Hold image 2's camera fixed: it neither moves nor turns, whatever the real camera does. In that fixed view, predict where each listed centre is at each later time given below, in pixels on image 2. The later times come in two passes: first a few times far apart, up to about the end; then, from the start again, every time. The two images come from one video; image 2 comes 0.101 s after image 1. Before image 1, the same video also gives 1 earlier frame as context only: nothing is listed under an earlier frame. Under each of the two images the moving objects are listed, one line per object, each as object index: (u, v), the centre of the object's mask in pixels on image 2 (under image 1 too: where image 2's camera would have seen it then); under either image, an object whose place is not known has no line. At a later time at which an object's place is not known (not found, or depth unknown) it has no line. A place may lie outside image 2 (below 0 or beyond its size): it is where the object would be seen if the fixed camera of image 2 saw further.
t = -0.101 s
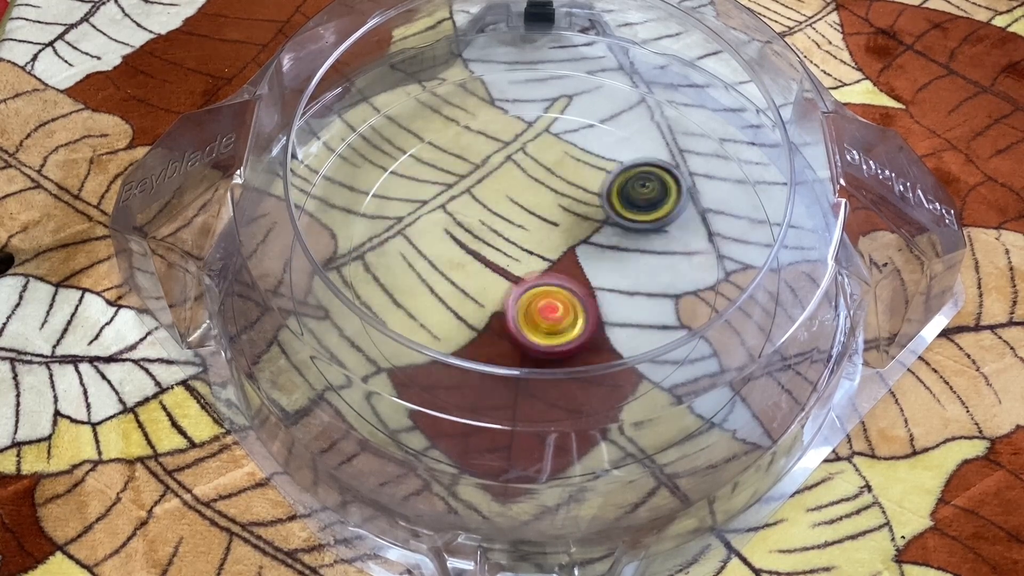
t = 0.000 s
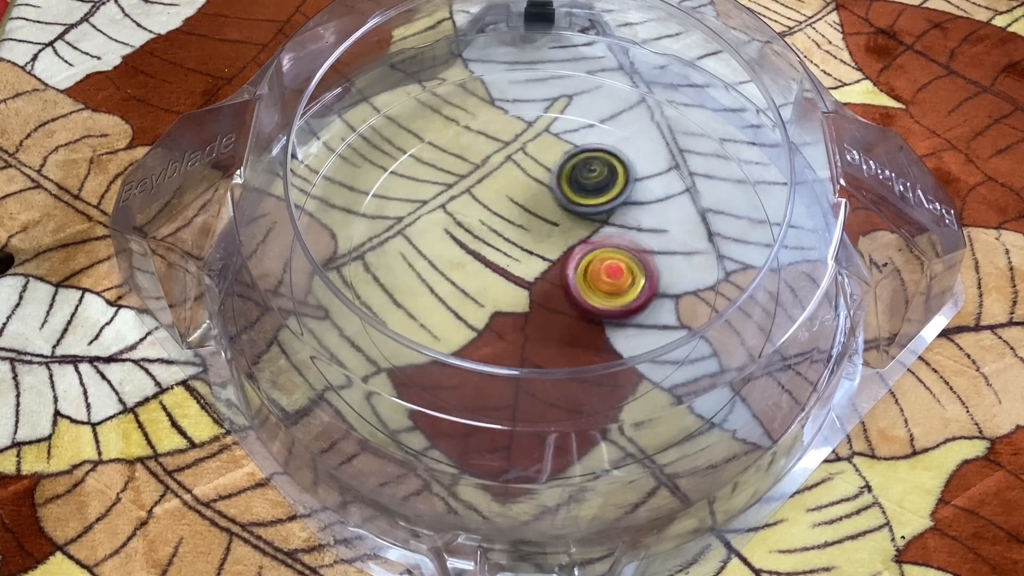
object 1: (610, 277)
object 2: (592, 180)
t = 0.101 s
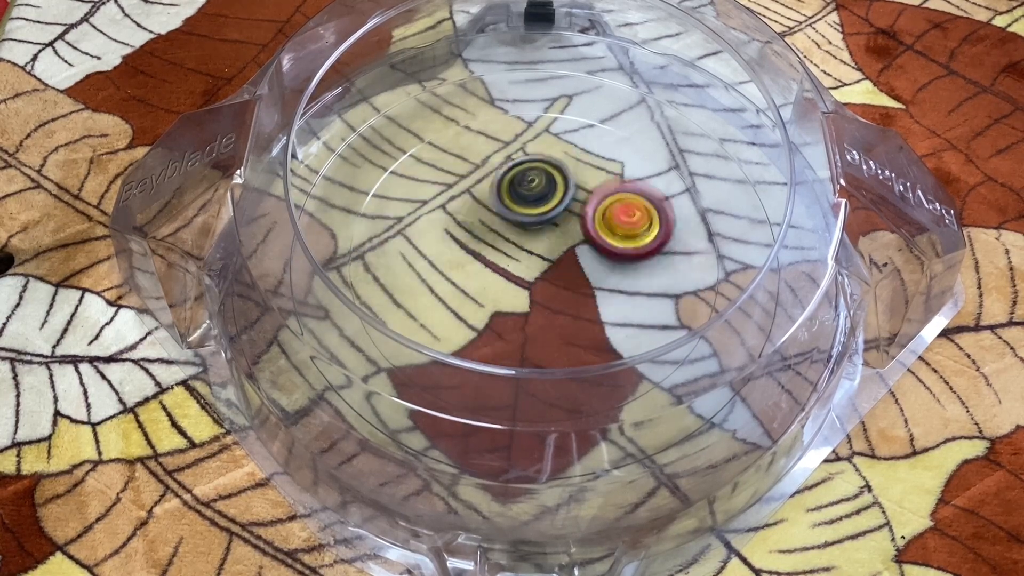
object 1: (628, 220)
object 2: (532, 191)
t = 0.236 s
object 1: (591, 169)
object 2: (477, 242)
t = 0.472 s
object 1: (468, 182)
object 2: (523, 338)
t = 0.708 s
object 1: (483, 303)
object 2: (629, 319)
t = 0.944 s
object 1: (615, 303)
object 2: (600, 212)
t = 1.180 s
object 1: (587, 201)
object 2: (468, 205)
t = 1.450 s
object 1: (447, 232)
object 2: (437, 313)
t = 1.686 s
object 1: (543, 277)
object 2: (574, 353)
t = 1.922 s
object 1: (574, 198)
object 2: (631, 263)
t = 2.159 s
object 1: (443, 203)
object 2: (550, 188)
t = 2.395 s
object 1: (504, 353)
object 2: (445, 219)
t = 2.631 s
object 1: (725, 287)
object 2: (467, 307)
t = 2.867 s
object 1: (715, 125)
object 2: (583, 296)
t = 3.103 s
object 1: (495, 59)
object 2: (576, 202)
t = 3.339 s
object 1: (313, 187)
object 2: (477, 196)
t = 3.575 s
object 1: (364, 393)
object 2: (478, 284)
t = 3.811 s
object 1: (676, 422)
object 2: (587, 287)
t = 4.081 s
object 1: (739, 149)
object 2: (573, 198)
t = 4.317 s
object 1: (513, 58)
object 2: (483, 230)
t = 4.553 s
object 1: (297, 211)
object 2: (544, 308)
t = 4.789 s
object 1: (448, 439)
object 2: (605, 251)
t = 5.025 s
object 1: (752, 343)
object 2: (520, 213)
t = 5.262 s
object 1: (717, 131)
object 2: (477, 282)
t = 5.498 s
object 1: (549, 71)
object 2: (564, 304)
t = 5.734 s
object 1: (368, 122)
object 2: (566, 228)
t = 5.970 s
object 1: (291, 296)
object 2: (477, 226)
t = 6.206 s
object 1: (522, 453)
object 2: (498, 296)
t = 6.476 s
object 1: (771, 281)
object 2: (580, 249)
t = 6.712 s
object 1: (684, 101)
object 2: (519, 200)
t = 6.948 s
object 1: (461, 63)
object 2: (483, 264)
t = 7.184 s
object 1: (299, 213)
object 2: (569, 283)
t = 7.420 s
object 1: (450, 437)
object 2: (563, 210)
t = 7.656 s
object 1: (724, 375)
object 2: (492, 244)
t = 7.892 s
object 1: (754, 177)
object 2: (542, 301)
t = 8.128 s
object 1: (589, 62)
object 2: (589, 249)
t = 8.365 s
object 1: (376, 106)
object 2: (513, 224)
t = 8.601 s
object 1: (301, 292)
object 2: (488, 286)
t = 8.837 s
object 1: (492, 447)
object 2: (566, 288)
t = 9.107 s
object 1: (744, 350)
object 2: (536, 217)
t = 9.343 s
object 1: (753, 192)
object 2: (474, 249)
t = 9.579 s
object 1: (644, 96)
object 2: (539, 290)
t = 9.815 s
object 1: (489, 79)
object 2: (572, 231)
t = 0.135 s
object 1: (623, 204)
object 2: (515, 200)
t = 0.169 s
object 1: (615, 190)
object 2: (498, 212)
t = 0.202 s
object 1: (604, 178)
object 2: (485, 226)
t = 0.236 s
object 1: (591, 169)
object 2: (477, 242)
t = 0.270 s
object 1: (575, 162)
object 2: (472, 259)
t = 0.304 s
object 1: (559, 159)
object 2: (472, 276)
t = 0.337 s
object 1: (540, 158)
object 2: (476, 293)
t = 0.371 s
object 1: (521, 159)
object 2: (484, 309)
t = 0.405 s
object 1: (502, 163)
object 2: (494, 322)
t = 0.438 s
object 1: (485, 171)
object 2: (507, 332)
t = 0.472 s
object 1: (468, 182)
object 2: (523, 338)
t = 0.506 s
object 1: (456, 197)
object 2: (540, 342)
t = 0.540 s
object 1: (446, 213)
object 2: (557, 344)
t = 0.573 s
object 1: (441, 231)
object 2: (574, 343)
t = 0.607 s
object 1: (442, 250)
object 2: (591, 340)
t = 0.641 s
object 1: (450, 270)
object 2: (605, 335)
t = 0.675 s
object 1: (464, 289)
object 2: (618, 328)
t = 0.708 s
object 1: (483, 303)
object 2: (629, 319)
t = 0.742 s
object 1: (507, 315)
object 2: (634, 306)
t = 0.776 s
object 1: (533, 321)
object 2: (635, 291)
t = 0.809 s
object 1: (557, 323)
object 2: (634, 275)
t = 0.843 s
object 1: (573, 323)
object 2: (635, 255)
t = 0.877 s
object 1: (589, 320)
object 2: (628, 238)
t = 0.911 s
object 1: (604, 314)
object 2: (616, 224)
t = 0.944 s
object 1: (615, 303)
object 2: (600, 212)
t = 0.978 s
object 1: (623, 289)
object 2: (582, 202)
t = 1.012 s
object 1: (628, 274)
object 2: (564, 196)
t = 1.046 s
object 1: (628, 257)
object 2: (545, 193)
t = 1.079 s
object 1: (625, 242)
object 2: (524, 191)
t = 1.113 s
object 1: (617, 226)
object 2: (504, 193)
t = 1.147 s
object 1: (604, 212)
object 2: (485, 198)
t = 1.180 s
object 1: (587, 201)
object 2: (468, 205)
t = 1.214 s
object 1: (569, 192)
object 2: (454, 213)
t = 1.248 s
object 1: (547, 187)
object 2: (441, 224)
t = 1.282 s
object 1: (524, 186)
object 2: (430, 237)
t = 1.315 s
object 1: (502, 189)
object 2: (425, 251)
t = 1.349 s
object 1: (482, 197)
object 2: (422, 266)
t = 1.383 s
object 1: (465, 208)
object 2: (425, 280)
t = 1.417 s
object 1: (453, 220)
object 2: (428, 297)
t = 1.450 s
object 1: (447, 232)
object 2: (437, 313)
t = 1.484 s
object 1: (445, 244)
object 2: (449, 323)
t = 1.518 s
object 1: (449, 255)
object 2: (465, 331)
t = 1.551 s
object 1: (456, 259)
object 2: (480, 351)
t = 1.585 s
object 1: (468, 265)
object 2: (498, 360)
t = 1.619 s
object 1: (502, 277)
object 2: (538, 362)
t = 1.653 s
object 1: (523, 279)
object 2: (556, 360)
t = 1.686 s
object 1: (543, 277)
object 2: (574, 353)
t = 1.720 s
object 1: (560, 270)
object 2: (590, 342)
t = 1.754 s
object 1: (573, 260)
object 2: (602, 331)
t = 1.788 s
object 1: (583, 248)
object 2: (614, 322)
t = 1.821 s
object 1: (588, 235)
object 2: (623, 308)
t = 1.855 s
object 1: (588, 222)
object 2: (630, 293)
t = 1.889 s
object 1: (583, 210)
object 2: (632, 278)
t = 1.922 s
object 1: (574, 198)
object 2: (631, 263)
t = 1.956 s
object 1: (561, 189)
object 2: (628, 250)
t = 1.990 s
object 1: (546, 183)
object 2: (621, 234)
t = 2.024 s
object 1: (527, 178)
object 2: (610, 221)
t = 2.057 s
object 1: (505, 177)
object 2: (598, 210)
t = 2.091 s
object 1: (483, 181)
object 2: (583, 201)
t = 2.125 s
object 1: (461, 190)
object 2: (569, 194)
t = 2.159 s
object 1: (443, 203)
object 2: (550, 188)
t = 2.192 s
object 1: (429, 223)
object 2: (533, 185)
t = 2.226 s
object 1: (422, 247)
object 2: (515, 185)
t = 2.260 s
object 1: (422, 272)
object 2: (498, 187)
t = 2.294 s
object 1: (431, 296)
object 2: (481, 193)
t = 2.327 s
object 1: (449, 316)
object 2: (467, 200)
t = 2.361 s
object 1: (473, 339)
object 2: (455, 208)
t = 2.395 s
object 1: (504, 353)
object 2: (445, 219)
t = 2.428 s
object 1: (538, 366)
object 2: (437, 232)
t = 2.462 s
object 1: (577, 368)
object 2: (432, 245)
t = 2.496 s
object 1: (615, 364)
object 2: (432, 258)
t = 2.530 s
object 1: (648, 352)
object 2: (436, 272)
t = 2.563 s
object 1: (678, 337)
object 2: (443, 286)
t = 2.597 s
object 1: (706, 312)
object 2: (454, 298)
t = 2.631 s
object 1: (725, 287)
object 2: (467, 307)
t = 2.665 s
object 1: (743, 261)
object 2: (484, 315)
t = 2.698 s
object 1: (760, 238)
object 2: (501, 320)
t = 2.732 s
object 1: (773, 213)
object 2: (519, 322)
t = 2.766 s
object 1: (767, 187)
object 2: (537, 320)
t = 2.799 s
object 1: (748, 168)
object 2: (554, 315)
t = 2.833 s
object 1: (736, 146)
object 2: (569, 306)
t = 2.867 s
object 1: (715, 125)
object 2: (583, 296)
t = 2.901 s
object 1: (692, 103)
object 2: (593, 283)
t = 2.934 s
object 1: (666, 88)
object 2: (598, 269)
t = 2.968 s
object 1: (634, 75)
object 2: (601, 255)
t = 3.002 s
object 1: (600, 65)
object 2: (600, 240)
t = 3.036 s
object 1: (566, 59)
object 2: (595, 225)
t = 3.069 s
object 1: (530, 57)
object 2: (587, 213)
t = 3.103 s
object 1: (495, 59)
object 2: (576, 202)
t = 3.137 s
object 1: (459, 67)
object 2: (563, 193)
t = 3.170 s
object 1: (427, 79)
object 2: (549, 186)
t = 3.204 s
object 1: (396, 92)
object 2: (534, 181)
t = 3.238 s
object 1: (368, 113)
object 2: (519, 181)
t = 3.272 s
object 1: (345, 135)
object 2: (504, 183)
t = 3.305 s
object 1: (329, 159)
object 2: (489, 188)
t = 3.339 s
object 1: (313, 187)
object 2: (477, 196)
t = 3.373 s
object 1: (305, 217)
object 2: (466, 206)
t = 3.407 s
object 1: (301, 246)
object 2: (460, 218)
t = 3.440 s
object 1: (301, 276)
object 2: (456, 231)
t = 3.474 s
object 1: (309, 306)
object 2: (456, 245)
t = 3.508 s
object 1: (323, 337)
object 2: (460, 259)
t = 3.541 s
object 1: (341, 365)
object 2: (467, 272)
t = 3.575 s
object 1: (364, 393)
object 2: (478, 284)
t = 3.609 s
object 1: (395, 417)
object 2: (493, 294)
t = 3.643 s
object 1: (434, 437)
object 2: (508, 300)
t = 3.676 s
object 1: (482, 449)
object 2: (525, 304)
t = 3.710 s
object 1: (531, 454)
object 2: (543, 304)
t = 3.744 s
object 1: (581, 453)
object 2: (559, 301)
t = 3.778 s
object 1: (630, 440)
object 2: (574, 295)
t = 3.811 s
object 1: (676, 422)
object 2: (587, 287)
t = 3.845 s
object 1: (712, 391)
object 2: (598, 276)
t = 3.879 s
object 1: (742, 358)
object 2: (605, 264)
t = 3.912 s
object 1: (765, 324)
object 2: (608, 250)
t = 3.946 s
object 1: (775, 286)
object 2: (608, 237)
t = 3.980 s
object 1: (777, 249)
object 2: (603, 224)
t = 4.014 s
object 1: (771, 213)
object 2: (595, 213)
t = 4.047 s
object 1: (759, 180)
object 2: (585, 205)
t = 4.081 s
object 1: (739, 149)
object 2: (573, 198)
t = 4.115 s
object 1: (715, 124)
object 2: (557, 194)
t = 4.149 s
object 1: (688, 101)
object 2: (543, 193)
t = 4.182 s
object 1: (657, 85)
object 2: (528, 194)
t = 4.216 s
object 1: (621, 71)
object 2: (513, 200)
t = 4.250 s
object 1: (587, 61)
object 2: (501, 208)
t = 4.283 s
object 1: (550, 59)
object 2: (490, 219)
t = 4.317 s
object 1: (513, 58)
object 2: (483, 230)
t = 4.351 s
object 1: (478, 62)
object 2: (479, 243)
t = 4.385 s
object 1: (444, 71)
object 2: (479, 257)
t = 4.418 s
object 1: (409, 85)
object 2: (483, 270)
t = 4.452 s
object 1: (352, 123)
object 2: (501, 293)
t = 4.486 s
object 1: (331, 149)
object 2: (513, 301)
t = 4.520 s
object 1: (309, 178)
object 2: (528, 307)
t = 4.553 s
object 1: (297, 211)
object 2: (544, 308)
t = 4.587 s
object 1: (292, 247)
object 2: (559, 308)
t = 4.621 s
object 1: (294, 285)
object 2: (573, 303)
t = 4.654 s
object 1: (311, 324)
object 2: (587, 296)
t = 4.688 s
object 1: (333, 360)
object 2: (597, 287)
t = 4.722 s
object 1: (363, 393)
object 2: (604, 275)
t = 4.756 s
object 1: (404, 418)
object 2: (606, 263)
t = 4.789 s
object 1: (448, 439)
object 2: (605, 251)
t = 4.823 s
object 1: (502, 449)
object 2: (599, 239)
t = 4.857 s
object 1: (555, 451)
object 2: (590, 228)
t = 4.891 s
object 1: (610, 447)
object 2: (579, 220)
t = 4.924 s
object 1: (654, 427)
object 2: (565, 215)
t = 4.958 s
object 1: (694, 402)
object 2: (550, 211)
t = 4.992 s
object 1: (728, 374)
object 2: (535, 211)
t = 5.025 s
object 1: (752, 343)
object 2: (520, 213)
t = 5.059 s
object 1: (769, 309)
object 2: (507, 218)
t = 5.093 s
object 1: (777, 273)
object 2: (495, 225)
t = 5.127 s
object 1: (775, 239)
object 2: (485, 235)
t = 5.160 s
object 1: (766, 208)
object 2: (477, 245)
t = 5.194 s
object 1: (752, 177)
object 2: (473, 257)
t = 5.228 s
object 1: (735, 151)
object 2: (474, 269)
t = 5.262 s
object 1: (717, 131)
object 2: (477, 282)
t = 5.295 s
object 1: (697, 114)
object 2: (485, 293)
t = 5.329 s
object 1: (675, 101)
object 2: (495, 302)
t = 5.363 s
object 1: (653, 90)
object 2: (507, 309)
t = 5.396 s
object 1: (627, 83)
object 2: (521, 312)
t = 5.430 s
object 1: (604, 77)
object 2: (536, 313)
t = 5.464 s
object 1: (575, 74)
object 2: (551, 310)
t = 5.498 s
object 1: (549, 71)
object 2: (564, 304)
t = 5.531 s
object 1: (521, 71)
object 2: (574, 295)
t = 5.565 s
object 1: (495, 75)
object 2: (582, 285)
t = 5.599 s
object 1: (468, 79)
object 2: (585, 272)
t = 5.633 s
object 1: (441, 87)
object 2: (586, 260)
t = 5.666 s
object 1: (415, 96)
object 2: (582, 248)
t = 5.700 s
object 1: (390, 108)
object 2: (575, 238)
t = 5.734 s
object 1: (368, 122)
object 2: (566, 228)
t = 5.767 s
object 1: (346, 137)
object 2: (554, 221)
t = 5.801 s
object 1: (331, 156)
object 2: (542, 215)
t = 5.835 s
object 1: (312, 175)
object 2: (528, 212)
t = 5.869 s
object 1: (299, 201)
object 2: (514, 211)
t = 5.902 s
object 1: (294, 229)
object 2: (501, 213)
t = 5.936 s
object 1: (291, 258)
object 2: (487, 218)
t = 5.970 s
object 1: (291, 296)
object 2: (477, 226)
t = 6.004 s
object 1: (309, 324)
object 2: (470, 234)
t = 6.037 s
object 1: (330, 357)
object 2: (465, 246)
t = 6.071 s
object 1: (357, 385)
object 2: (465, 257)
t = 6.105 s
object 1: (389, 413)
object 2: (468, 269)
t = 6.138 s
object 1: (430, 432)
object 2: (475, 280)
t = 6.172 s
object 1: (473, 448)
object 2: (486, 289)
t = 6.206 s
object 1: (522, 453)
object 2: (498, 296)
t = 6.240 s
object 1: (571, 452)
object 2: (513, 300)
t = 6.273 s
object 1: (618, 444)
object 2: (528, 300)
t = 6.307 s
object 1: (657, 429)
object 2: (542, 297)
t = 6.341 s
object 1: (696, 404)
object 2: (556, 291)
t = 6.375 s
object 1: (726, 377)
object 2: (566, 282)
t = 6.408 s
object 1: (749, 346)
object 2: (574, 273)
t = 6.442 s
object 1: (764, 313)
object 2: (579, 261)
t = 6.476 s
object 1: (771, 281)
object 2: (580, 249)
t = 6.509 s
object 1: (773, 250)
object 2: (579, 238)
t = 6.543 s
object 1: (767, 219)
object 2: (573, 227)
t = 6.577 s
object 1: (760, 190)
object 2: (566, 216)
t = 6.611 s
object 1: (744, 164)
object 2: (557, 210)
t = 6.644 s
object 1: (731, 141)
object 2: (544, 202)
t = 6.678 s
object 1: (708, 119)
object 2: (531, 200)
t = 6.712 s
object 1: (684, 101)
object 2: (519, 200)
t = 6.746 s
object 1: (656, 85)
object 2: (505, 204)
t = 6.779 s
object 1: (627, 72)
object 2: (495, 209)
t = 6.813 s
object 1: (595, 63)
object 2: (485, 218)
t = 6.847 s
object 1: (564, 57)
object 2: (480, 228)
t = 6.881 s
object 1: (528, 55)
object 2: (477, 240)
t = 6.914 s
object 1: (496, 56)
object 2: (479, 252)
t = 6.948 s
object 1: (461, 63)
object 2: (483, 264)
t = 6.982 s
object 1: (428, 72)
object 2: (492, 274)
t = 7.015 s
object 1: (397, 86)
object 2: (502, 282)
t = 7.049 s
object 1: (371, 106)
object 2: (515, 288)
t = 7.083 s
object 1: (344, 128)
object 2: (528, 291)
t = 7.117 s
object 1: (329, 153)
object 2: (543, 291)
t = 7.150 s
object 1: (309, 182)
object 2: (556, 289)
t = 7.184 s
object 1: (299, 213)
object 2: (569, 283)
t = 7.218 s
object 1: (292, 245)
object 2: (578, 276)
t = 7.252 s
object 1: (294, 278)
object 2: (587, 266)
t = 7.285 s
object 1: (304, 311)
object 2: (590, 256)
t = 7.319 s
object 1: (345, 373)
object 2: (589, 233)
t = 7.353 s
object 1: (373, 399)
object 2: (583, 224)
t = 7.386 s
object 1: (411, 423)
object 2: (574, 216)
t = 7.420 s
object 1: (450, 437)
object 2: (563, 210)
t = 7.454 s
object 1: (494, 449)
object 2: (549, 207)
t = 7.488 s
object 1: (542, 451)
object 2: (537, 208)
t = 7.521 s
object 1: (586, 447)
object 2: (523, 210)
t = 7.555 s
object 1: (628, 439)
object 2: (513, 216)
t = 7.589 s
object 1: (663, 423)
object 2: (503, 224)
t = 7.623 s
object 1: (698, 399)
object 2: (496, 234)
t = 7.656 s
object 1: (724, 375)
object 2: (492, 244)
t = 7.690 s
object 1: (746, 347)
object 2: (490, 256)
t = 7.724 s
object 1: (761, 318)
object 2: (493, 268)
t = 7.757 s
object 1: (771, 289)
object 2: (498, 278)
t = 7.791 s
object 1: (774, 260)
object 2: (506, 287)
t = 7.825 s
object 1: (770, 230)
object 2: (516, 294)
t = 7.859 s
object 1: (765, 203)
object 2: (529, 299)
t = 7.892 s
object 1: (754, 177)
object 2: (542, 301)
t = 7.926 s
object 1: (738, 153)
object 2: (555, 300)
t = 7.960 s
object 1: (720, 131)
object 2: (568, 296)
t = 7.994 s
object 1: (698, 111)
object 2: (578, 290)
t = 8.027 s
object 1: (675, 95)
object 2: (586, 281)
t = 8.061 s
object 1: (647, 81)
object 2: (591, 271)
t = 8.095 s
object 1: (618, 71)
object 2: (592, 260)
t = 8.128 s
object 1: (589, 62)
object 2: (589, 249)
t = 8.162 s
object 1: (557, 58)
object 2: (583, 240)
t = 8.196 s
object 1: (526, 57)
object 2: (574, 232)
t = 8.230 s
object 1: (492, 59)
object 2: (563, 226)
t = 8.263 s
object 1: (461, 65)
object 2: (551, 222)
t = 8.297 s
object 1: (432, 75)
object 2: (539, 220)
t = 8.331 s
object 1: (402, 89)
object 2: (526, 221)
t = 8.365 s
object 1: (376, 106)
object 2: (513, 224)
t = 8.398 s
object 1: (351, 125)
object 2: (502, 229)
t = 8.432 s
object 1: (334, 148)
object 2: (493, 236)
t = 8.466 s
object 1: (317, 174)
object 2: (486, 244)
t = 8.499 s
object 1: (305, 202)
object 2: (481, 255)
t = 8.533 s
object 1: (297, 233)
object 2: (480, 264)
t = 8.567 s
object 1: (298, 262)
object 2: (482, 274)
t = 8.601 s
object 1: (301, 292)
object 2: (488, 286)
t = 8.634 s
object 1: (314, 323)
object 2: (496, 293)
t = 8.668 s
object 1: (331, 352)
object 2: (507, 300)
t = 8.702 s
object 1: (354, 379)
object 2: (519, 303)
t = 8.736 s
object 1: (383, 403)
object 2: (532, 303)
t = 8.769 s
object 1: (414, 423)
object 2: (545, 301)
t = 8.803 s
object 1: (453, 436)
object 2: (557, 295)
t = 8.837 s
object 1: (492, 447)
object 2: (566, 288)
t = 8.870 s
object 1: (531, 450)
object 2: (571, 278)
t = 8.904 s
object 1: (570, 448)
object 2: (574, 268)
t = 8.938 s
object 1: (609, 443)
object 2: (574, 257)
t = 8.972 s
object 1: (643, 431)
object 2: (571, 247)
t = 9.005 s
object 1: (674, 415)
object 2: (565, 238)
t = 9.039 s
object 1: (701, 396)
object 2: (557, 229)
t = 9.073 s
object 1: (725, 374)
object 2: (547, 223)
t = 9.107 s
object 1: (744, 350)
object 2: (536, 217)
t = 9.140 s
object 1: (756, 325)
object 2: (524, 215)
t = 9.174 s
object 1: (766, 300)
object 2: (512, 215)
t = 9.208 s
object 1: (769, 276)
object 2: (500, 218)
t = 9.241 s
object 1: (769, 253)
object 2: (490, 224)
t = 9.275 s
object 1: (766, 231)
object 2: (482, 230)
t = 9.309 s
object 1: (760, 211)
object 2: (476, 240)
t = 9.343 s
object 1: (753, 192)
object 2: (474, 249)
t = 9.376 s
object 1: (742, 174)
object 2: (476, 260)
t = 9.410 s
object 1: (731, 157)
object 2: (481, 270)
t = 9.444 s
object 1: (717, 142)
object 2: (490, 278)
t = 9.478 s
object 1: (699, 128)
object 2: (500, 285)
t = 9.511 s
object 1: (683, 115)
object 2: (512, 289)
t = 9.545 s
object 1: (664, 105)
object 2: (525, 291)
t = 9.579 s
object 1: (644, 96)
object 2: (539, 290)
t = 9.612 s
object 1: (623, 88)
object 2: (550, 285)
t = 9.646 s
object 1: (603, 82)
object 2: (560, 278)
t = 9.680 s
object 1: (580, 78)
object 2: (568, 271)
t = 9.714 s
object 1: (557, 75)
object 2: (573, 261)
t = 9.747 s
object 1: (535, 74)
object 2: (576, 251)
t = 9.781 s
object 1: (512, 75)
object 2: (576, 241)
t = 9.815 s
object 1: (489, 79)
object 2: (572, 231)
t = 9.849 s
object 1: (467, 85)
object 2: (566, 222)
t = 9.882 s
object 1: (446, 92)
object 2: (558, 214)
